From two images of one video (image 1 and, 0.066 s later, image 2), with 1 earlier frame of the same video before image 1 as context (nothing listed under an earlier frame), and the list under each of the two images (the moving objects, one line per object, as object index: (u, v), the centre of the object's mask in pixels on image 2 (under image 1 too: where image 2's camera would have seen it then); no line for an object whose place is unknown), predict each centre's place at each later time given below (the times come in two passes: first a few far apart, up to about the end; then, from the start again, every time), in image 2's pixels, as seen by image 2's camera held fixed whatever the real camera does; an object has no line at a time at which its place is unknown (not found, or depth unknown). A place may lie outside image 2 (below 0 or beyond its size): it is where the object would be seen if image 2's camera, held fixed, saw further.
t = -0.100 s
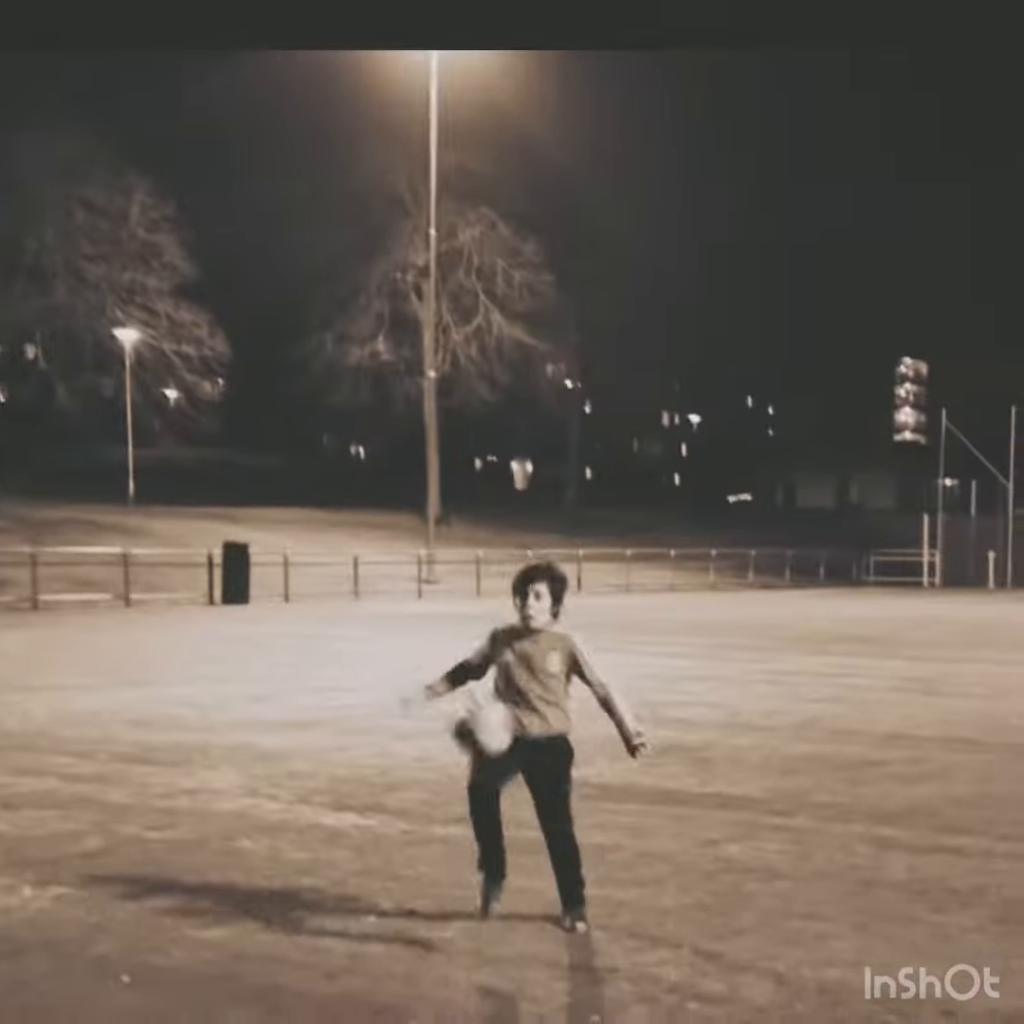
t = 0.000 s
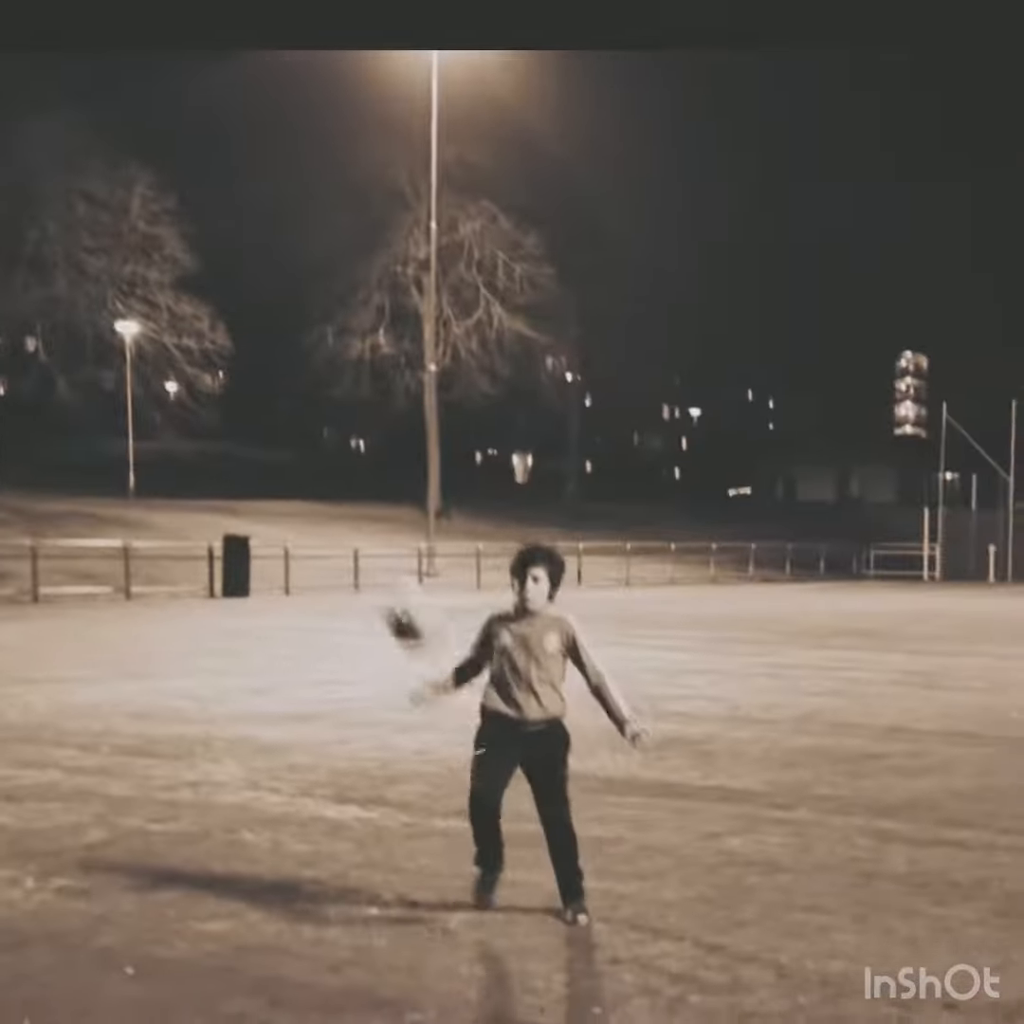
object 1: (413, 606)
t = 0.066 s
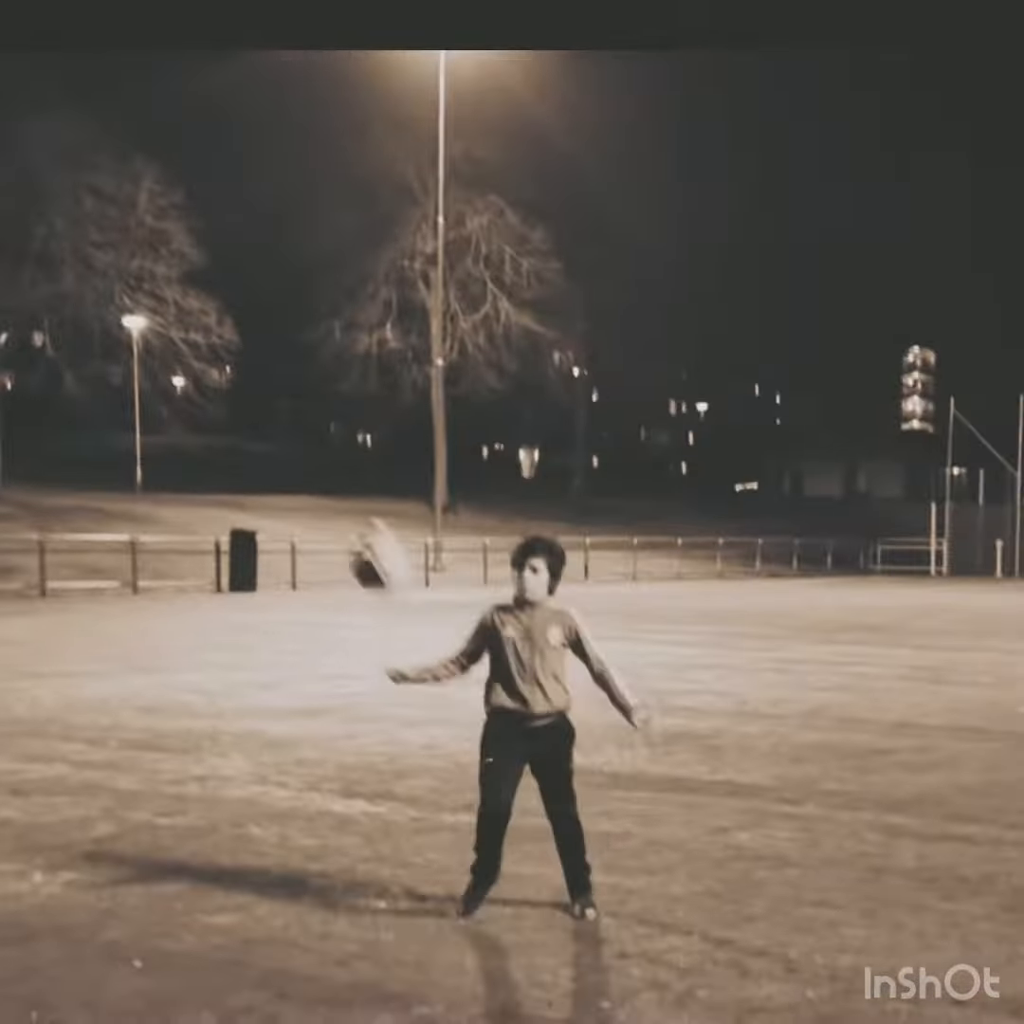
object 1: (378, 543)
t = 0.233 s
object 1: (278, 467)
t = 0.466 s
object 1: (145, 486)
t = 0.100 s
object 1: (357, 530)
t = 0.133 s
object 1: (339, 510)
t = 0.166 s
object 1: (318, 487)
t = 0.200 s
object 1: (297, 475)
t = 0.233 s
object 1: (278, 467)
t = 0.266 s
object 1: (259, 470)
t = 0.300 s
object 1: (238, 463)
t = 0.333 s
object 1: (219, 462)
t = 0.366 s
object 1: (200, 463)
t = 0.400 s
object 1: (185, 467)
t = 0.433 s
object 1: (168, 477)
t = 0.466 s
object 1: (145, 486)
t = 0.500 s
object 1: (125, 500)
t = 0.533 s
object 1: (107, 518)
